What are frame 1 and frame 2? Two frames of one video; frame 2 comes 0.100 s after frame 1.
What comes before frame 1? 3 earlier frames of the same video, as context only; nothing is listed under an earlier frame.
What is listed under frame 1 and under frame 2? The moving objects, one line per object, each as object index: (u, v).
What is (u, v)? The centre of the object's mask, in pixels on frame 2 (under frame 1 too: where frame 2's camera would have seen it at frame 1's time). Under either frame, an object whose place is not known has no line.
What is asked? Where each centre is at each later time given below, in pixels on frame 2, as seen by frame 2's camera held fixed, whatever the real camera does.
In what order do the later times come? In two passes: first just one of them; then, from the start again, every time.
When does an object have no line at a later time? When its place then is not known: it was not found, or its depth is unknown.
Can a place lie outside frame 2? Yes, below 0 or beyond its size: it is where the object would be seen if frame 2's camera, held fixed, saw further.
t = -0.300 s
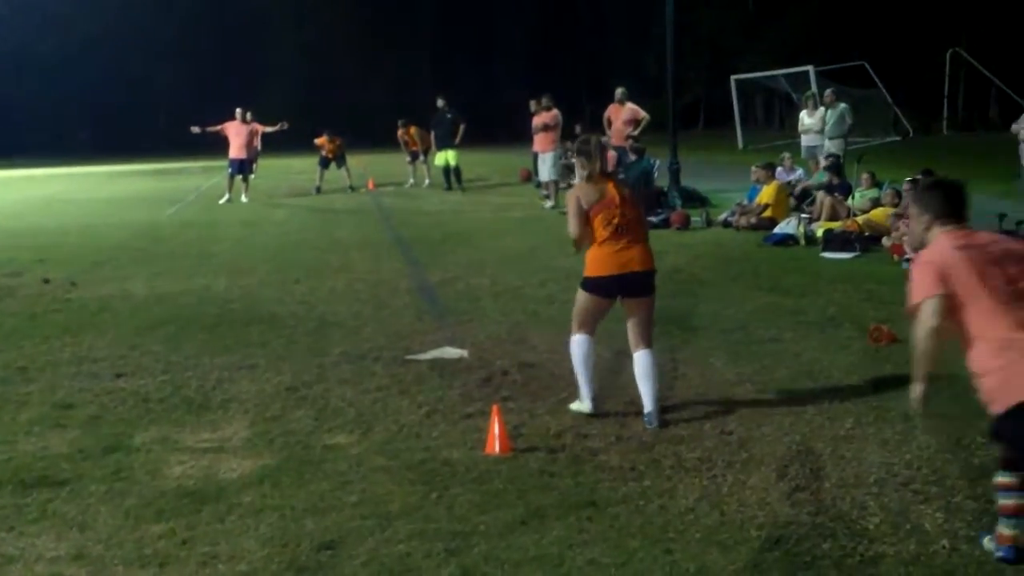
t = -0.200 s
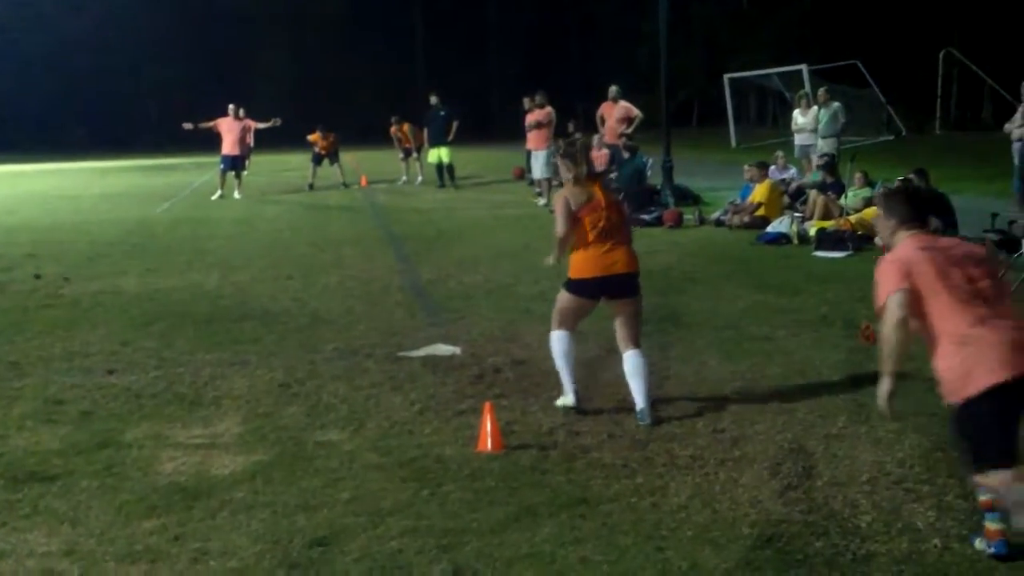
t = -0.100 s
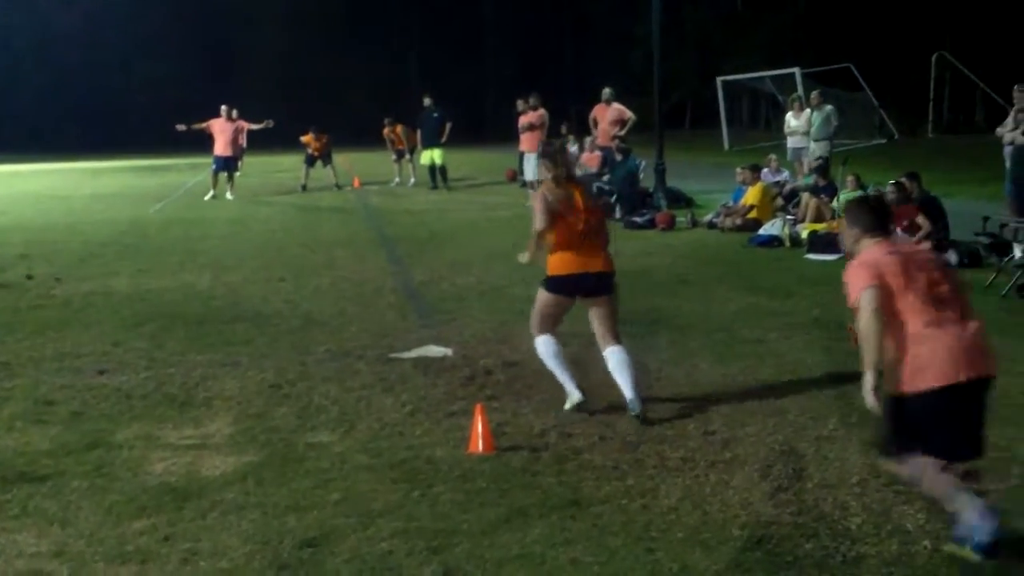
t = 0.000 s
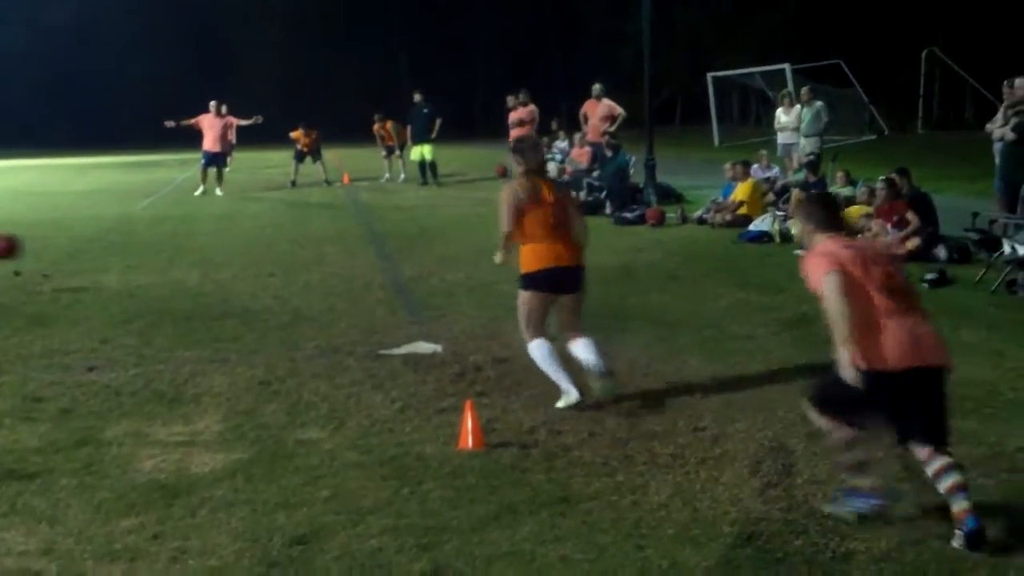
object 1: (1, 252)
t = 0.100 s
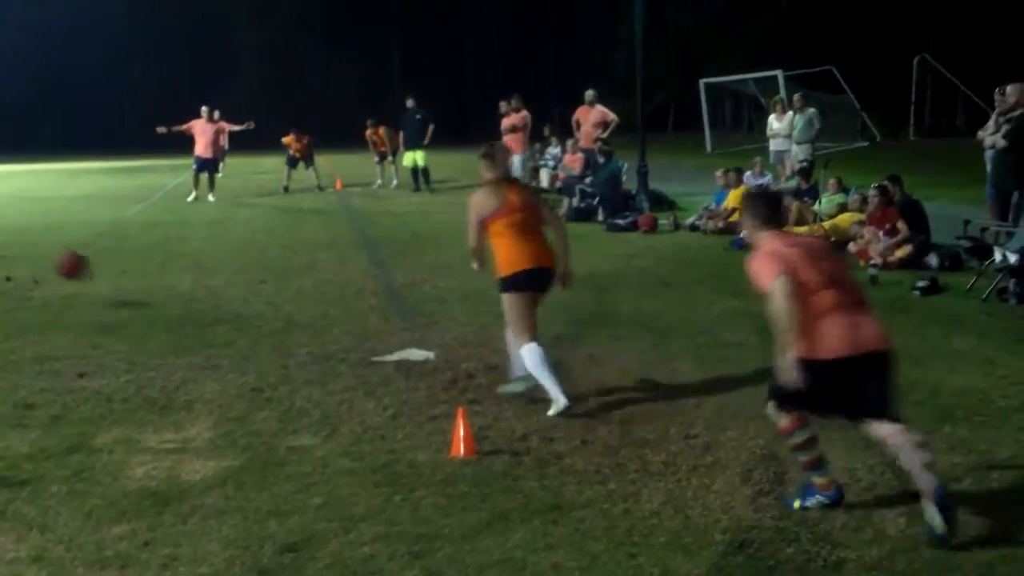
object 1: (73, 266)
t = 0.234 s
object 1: (183, 311)
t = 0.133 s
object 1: (98, 272)
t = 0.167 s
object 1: (124, 284)
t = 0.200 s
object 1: (153, 296)
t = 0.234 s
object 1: (183, 311)
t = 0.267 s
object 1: (209, 313)
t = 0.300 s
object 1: (231, 308)
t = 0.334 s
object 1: (256, 303)
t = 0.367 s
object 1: (283, 298)
